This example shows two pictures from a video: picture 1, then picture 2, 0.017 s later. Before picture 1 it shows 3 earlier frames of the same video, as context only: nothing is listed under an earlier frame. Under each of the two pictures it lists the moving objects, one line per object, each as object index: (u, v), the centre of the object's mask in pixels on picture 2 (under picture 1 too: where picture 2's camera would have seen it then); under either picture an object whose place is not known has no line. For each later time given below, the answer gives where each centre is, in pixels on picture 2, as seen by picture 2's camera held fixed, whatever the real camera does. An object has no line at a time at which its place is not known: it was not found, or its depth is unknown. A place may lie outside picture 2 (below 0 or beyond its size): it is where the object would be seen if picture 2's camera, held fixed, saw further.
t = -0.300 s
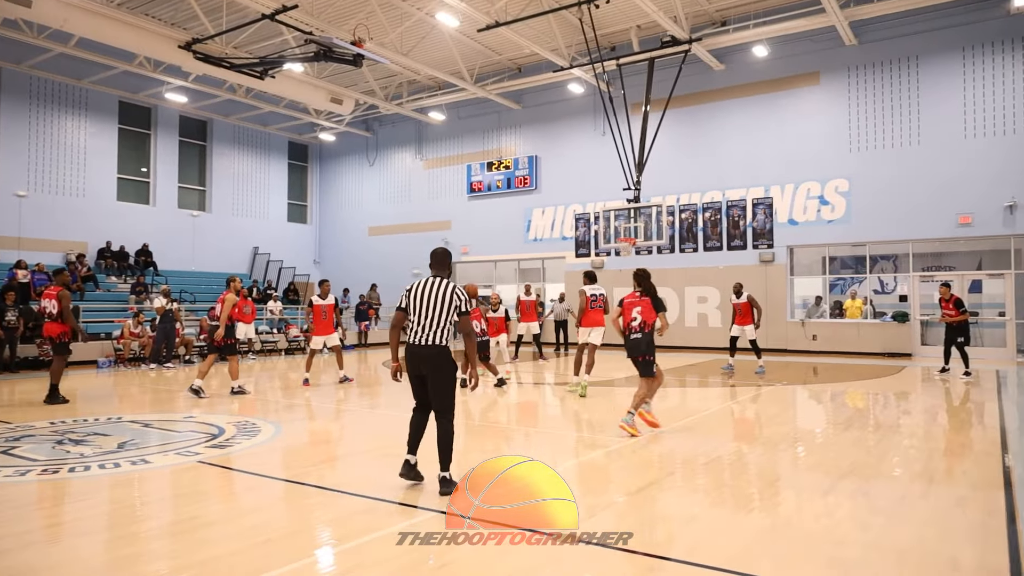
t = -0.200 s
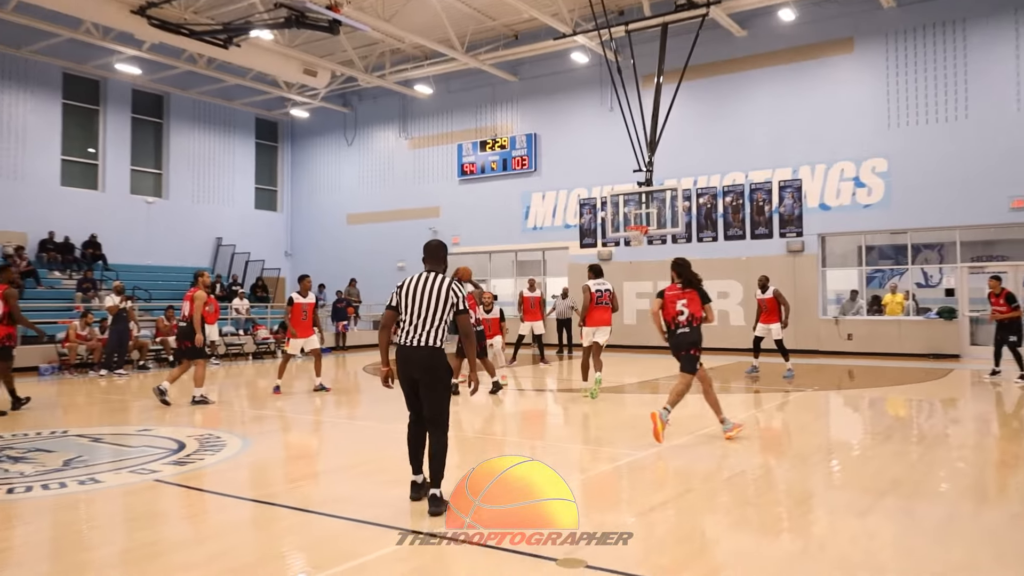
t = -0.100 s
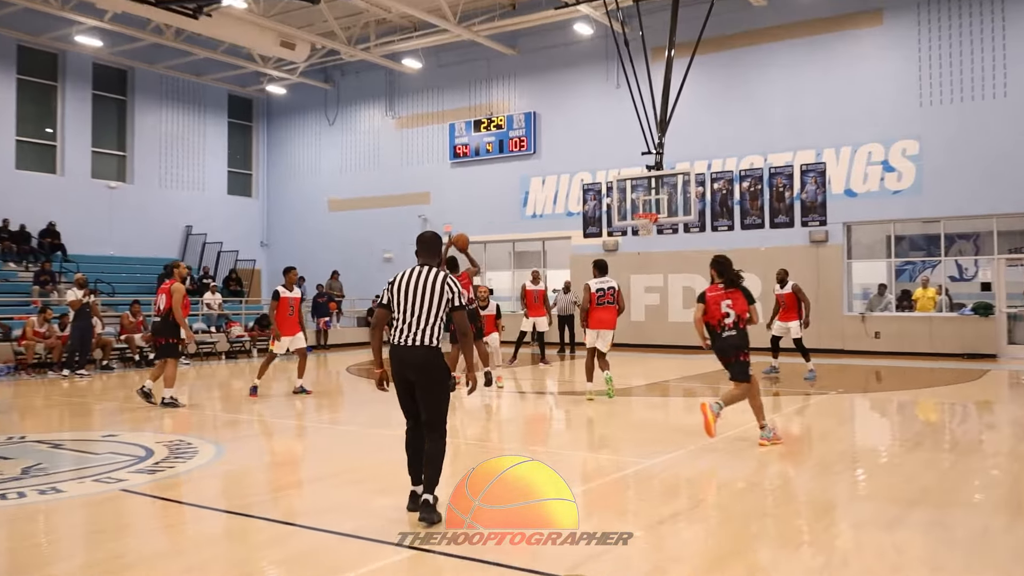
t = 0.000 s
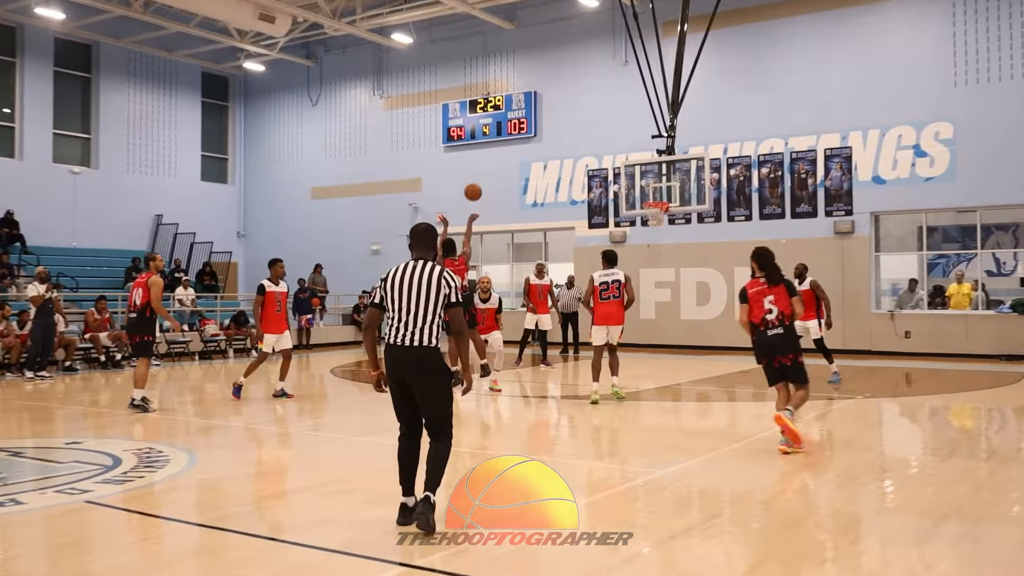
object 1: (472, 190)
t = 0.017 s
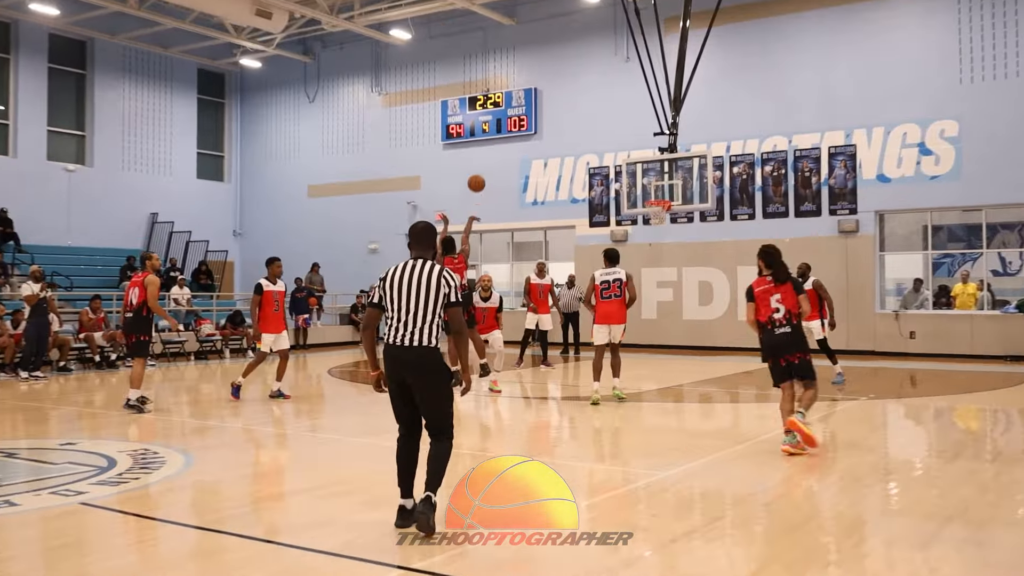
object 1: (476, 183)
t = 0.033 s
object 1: (480, 177)
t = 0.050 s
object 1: (484, 171)
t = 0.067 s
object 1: (488, 165)
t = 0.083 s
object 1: (491, 159)
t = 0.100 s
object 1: (495, 154)
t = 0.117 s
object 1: (498, 148)
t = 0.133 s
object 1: (501, 143)
